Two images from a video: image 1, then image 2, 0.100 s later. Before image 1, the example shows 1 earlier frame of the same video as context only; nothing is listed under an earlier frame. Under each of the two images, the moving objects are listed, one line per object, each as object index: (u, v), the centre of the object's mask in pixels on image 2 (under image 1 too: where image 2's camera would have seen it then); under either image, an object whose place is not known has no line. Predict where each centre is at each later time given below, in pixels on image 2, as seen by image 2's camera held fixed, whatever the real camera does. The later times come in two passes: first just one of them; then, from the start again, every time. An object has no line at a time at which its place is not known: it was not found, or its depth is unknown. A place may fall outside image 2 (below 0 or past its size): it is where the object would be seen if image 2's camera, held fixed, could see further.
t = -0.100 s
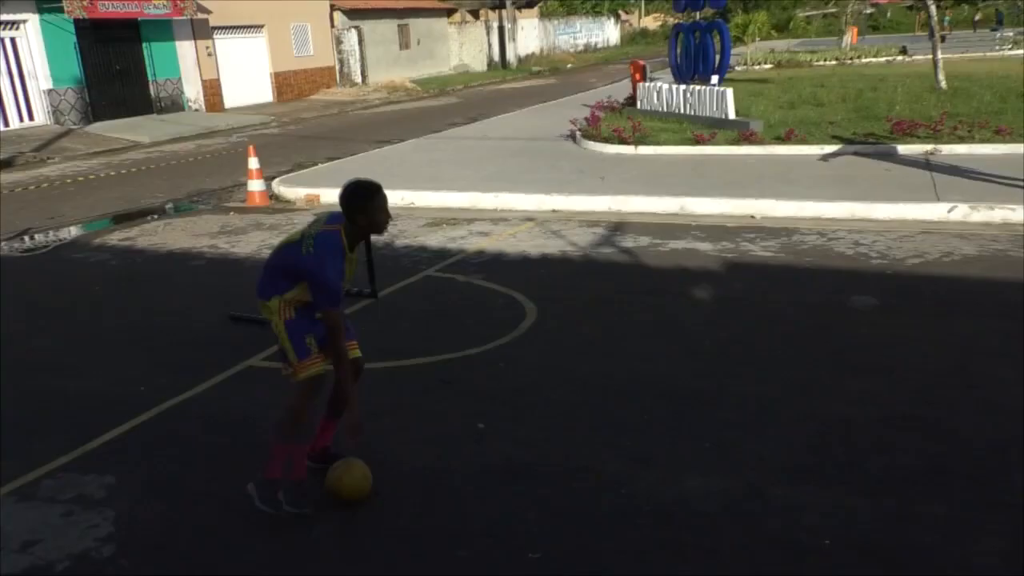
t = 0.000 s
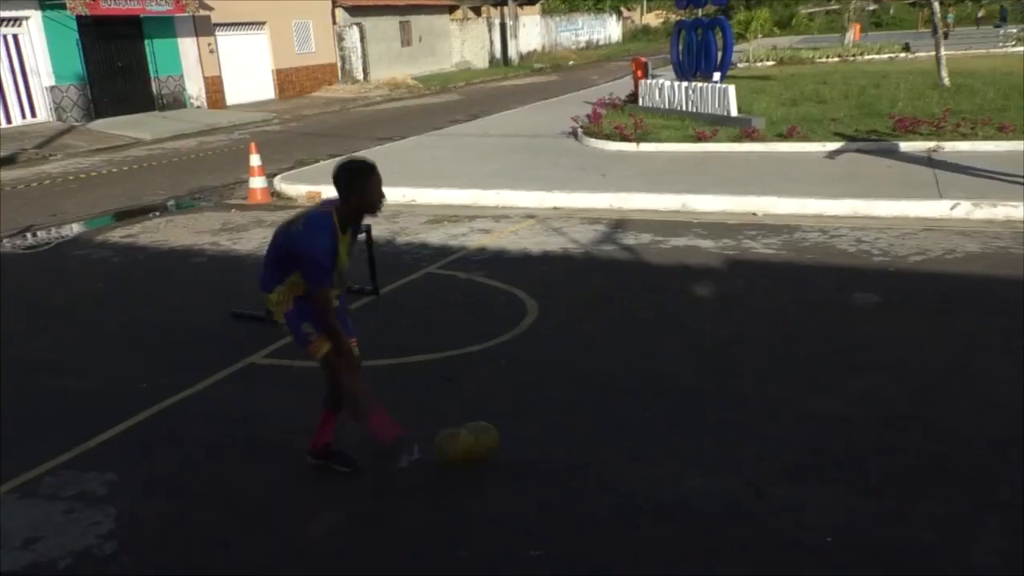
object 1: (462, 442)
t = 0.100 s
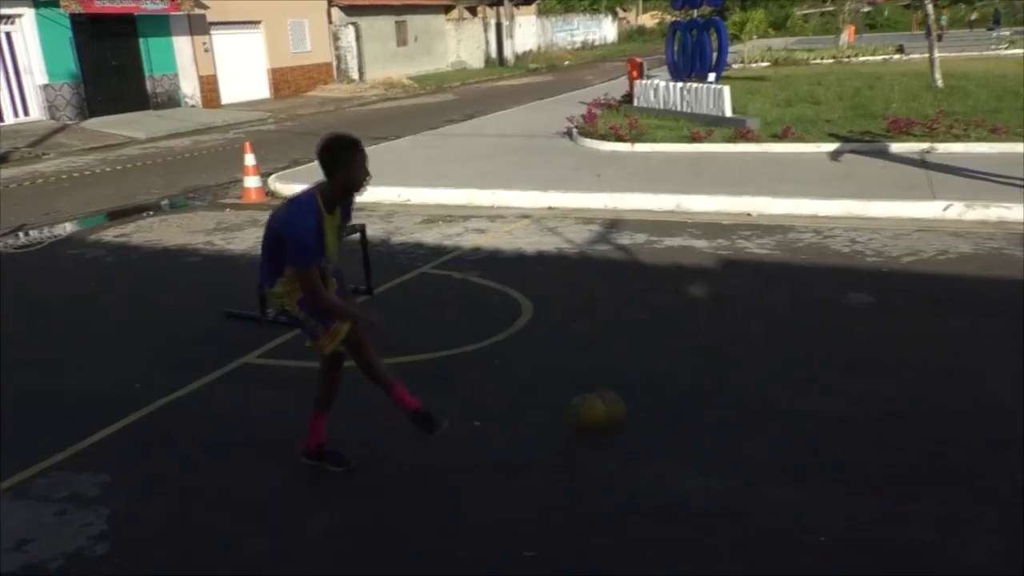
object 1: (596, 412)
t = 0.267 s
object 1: (765, 369)
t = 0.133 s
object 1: (636, 404)
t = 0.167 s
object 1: (672, 395)
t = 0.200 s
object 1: (704, 386)
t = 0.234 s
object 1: (736, 376)
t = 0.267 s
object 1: (765, 369)
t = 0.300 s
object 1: (795, 363)
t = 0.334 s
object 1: (821, 354)
